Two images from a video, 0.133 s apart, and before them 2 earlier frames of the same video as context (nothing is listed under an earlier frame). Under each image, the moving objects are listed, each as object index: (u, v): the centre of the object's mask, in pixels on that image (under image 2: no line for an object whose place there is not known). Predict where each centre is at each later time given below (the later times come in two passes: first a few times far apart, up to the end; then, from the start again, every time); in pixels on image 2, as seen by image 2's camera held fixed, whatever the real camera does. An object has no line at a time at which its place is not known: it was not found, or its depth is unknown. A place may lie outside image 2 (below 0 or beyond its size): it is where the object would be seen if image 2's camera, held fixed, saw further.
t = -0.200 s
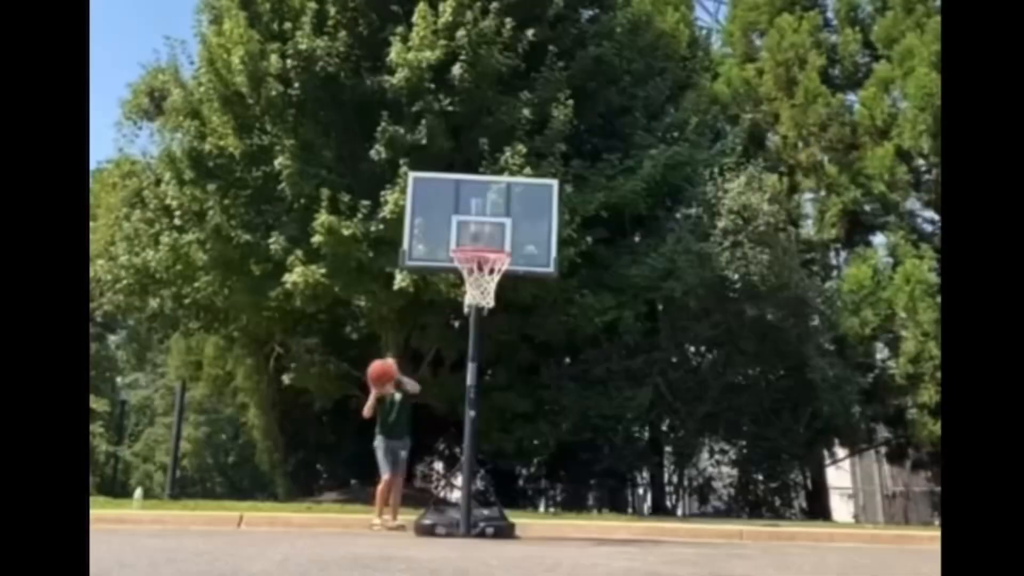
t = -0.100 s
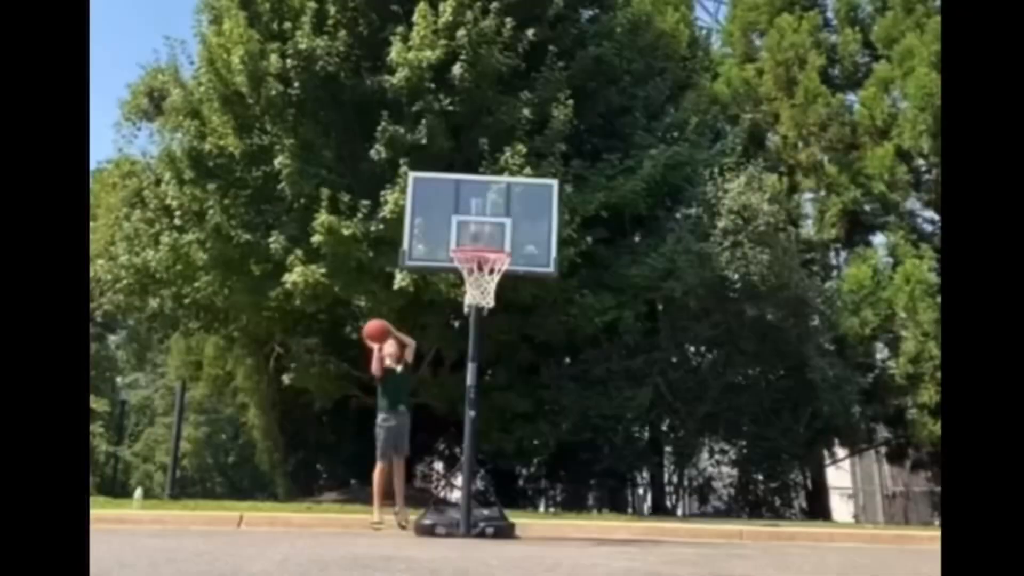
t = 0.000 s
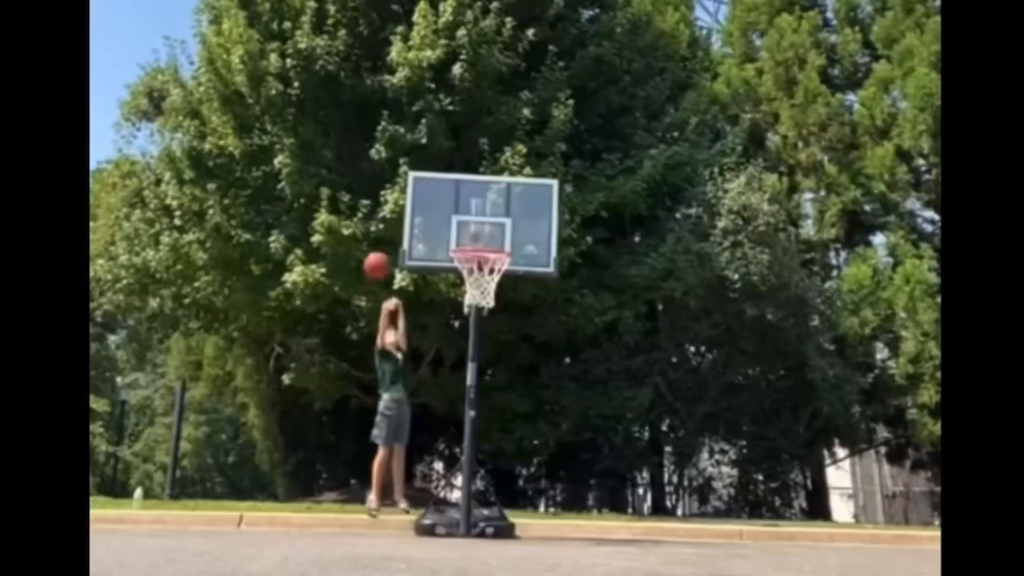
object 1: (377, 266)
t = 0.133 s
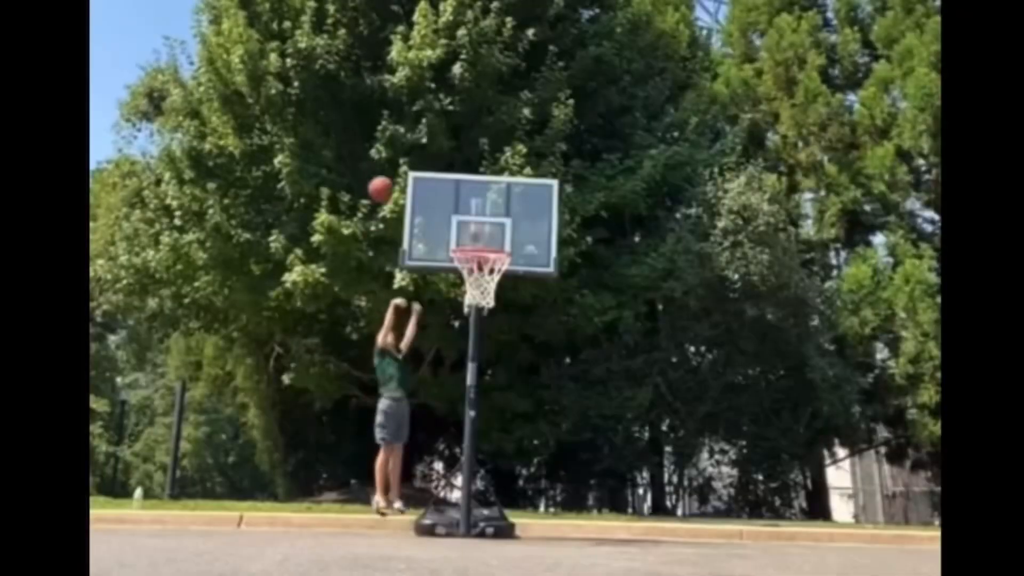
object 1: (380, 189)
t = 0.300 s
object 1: (385, 122)
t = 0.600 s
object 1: (389, 74)
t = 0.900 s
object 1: (391, 109)
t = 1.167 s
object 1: (388, 229)
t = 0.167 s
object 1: (381, 173)
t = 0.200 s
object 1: (382, 159)
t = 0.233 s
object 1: (384, 145)
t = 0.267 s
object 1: (384, 133)
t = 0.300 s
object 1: (385, 122)
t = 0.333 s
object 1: (385, 111)
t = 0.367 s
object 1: (387, 103)
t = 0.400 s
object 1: (387, 95)
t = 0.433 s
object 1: (387, 88)
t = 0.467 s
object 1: (388, 83)
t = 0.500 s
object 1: (388, 79)
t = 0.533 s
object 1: (388, 77)
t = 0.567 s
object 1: (389, 75)
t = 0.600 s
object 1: (389, 74)
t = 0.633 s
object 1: (389, 74)
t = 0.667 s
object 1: (390, 75)
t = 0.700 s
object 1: (390, 75)
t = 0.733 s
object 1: (390, 76)
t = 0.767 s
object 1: (391, 81)
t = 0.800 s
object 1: (390, 87)
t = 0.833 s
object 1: (391, 93)
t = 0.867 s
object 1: (391, 100)
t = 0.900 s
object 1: (391, 109)
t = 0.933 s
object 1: (391, 119)
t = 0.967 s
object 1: (391, 130)
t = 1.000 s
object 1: (390, 143)
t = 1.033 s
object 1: (390, 157)
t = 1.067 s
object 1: (390, 173)
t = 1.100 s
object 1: (389, 189)
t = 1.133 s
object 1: (389, 209)
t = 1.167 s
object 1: (388, 229)
